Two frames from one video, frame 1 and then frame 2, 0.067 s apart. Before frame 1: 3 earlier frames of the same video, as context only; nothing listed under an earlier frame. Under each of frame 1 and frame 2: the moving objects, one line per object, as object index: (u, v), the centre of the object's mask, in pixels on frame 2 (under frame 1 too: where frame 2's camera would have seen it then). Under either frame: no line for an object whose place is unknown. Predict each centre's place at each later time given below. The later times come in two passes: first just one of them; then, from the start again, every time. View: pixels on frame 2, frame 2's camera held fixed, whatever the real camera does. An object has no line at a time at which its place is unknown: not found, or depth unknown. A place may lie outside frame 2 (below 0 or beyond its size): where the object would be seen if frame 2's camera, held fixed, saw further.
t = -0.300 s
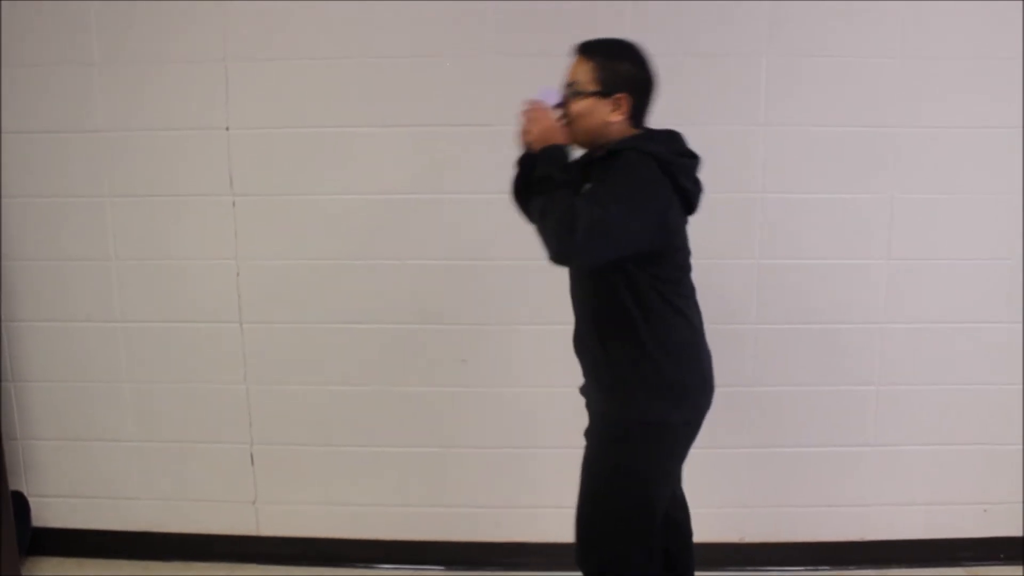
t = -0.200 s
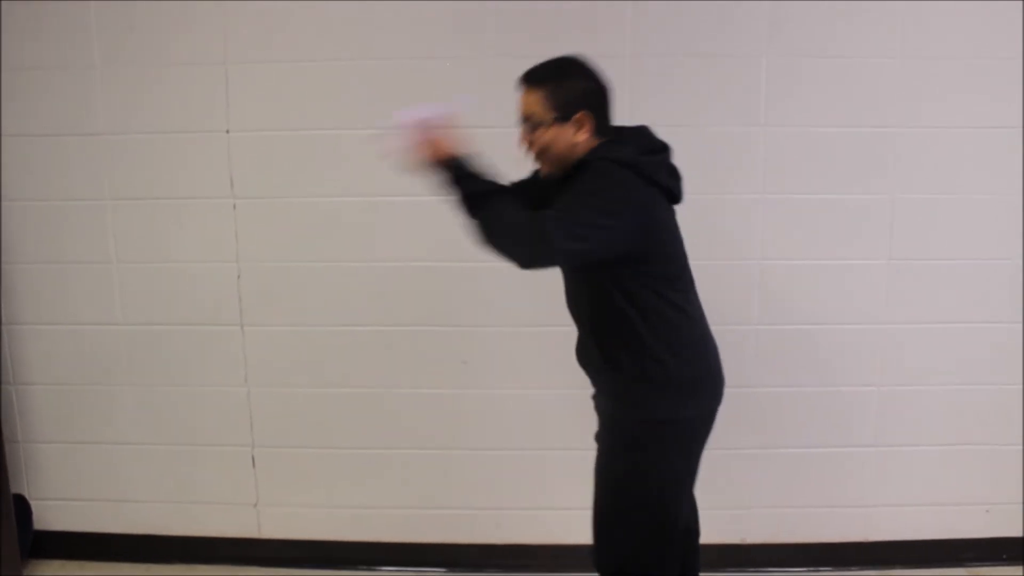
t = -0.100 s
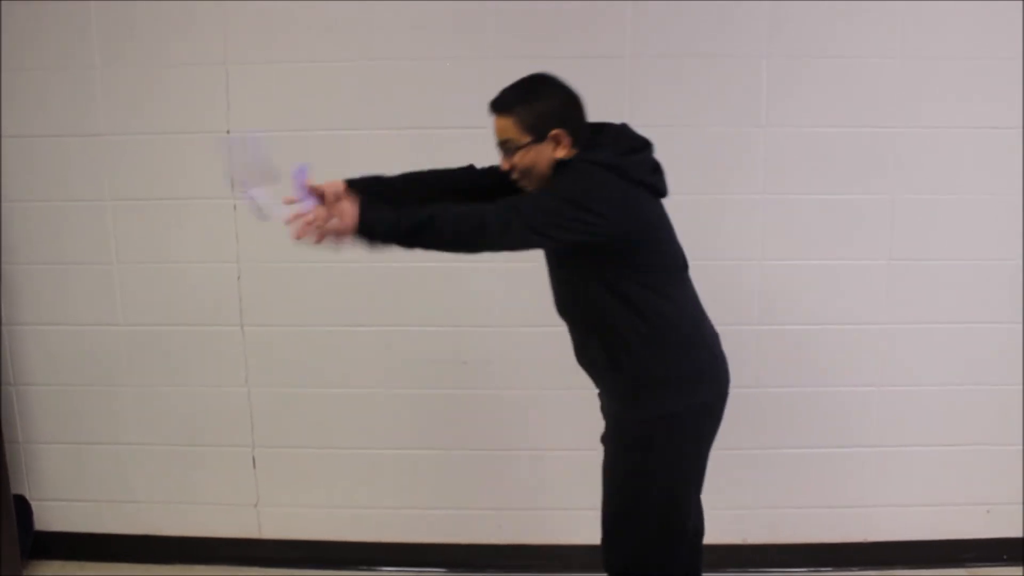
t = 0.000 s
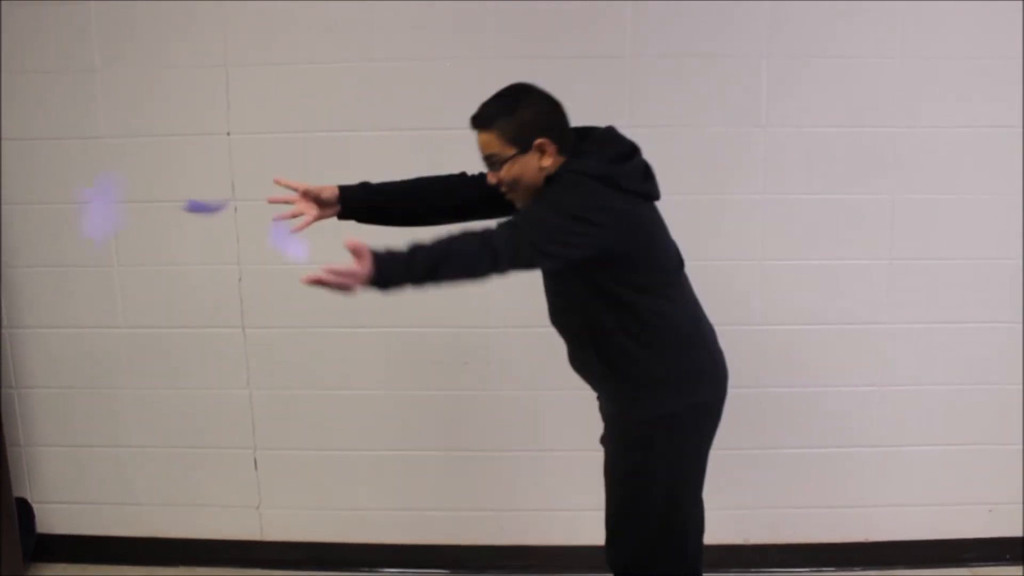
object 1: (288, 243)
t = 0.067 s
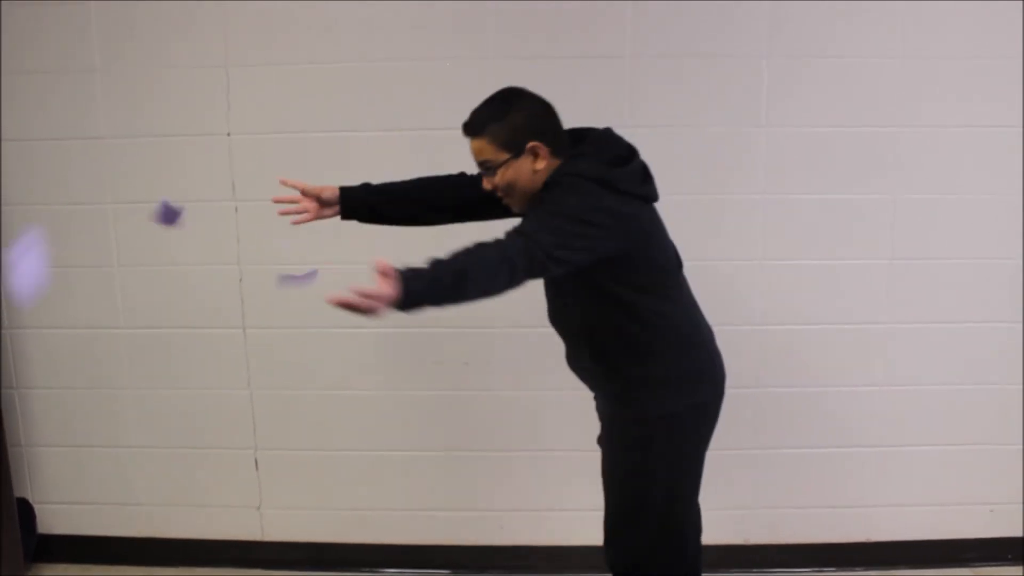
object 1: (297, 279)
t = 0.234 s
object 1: (330, 345)
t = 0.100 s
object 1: (301, 287)
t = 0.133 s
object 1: (307, 300)
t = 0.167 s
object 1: (312, 313)
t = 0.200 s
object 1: (321, 330)
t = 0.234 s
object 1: (330, 345)
